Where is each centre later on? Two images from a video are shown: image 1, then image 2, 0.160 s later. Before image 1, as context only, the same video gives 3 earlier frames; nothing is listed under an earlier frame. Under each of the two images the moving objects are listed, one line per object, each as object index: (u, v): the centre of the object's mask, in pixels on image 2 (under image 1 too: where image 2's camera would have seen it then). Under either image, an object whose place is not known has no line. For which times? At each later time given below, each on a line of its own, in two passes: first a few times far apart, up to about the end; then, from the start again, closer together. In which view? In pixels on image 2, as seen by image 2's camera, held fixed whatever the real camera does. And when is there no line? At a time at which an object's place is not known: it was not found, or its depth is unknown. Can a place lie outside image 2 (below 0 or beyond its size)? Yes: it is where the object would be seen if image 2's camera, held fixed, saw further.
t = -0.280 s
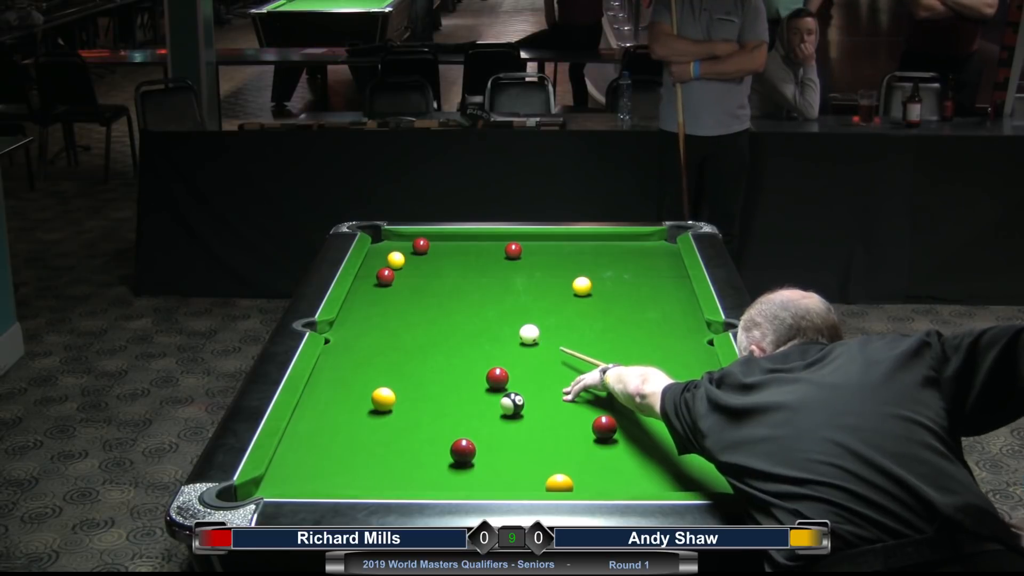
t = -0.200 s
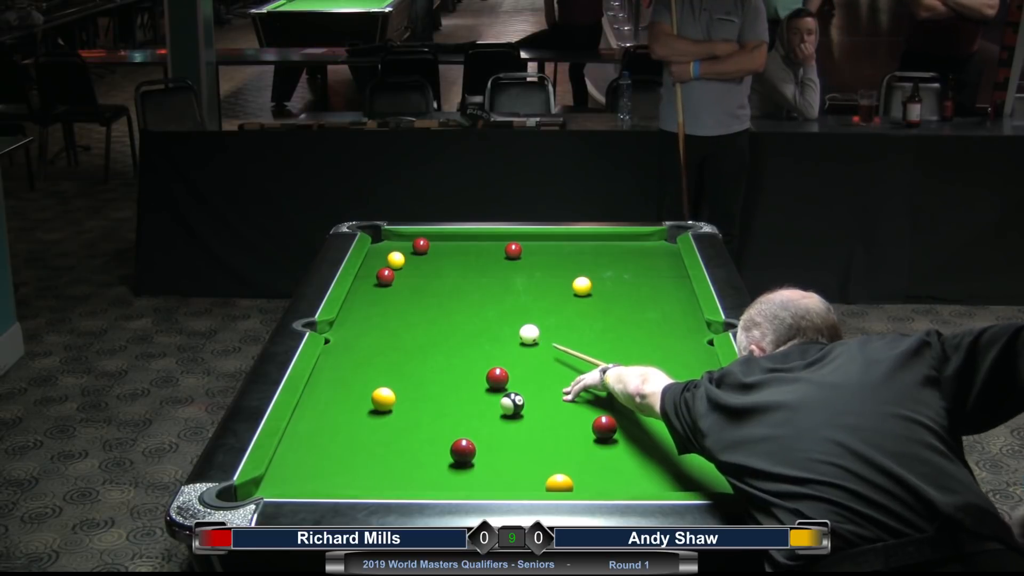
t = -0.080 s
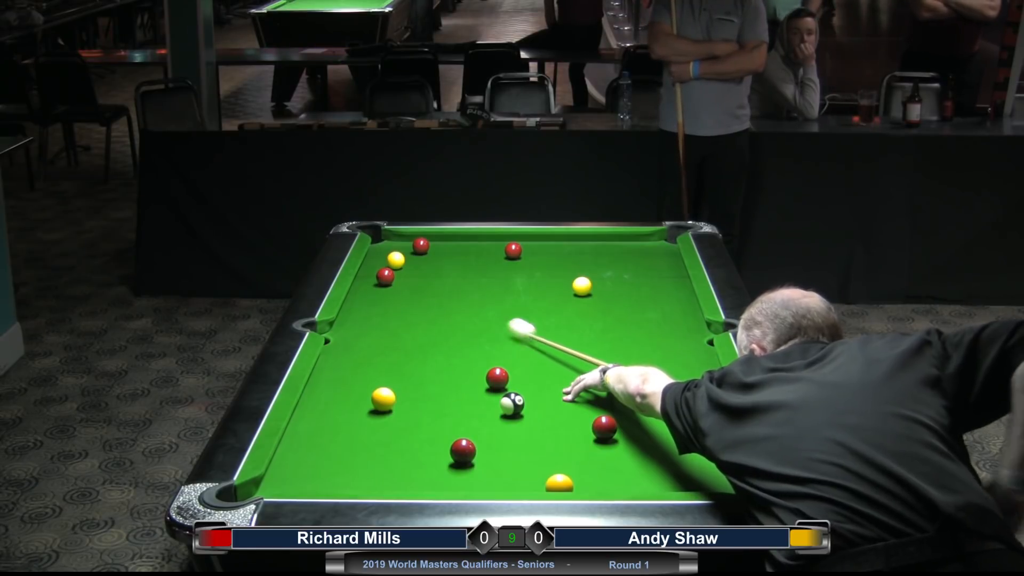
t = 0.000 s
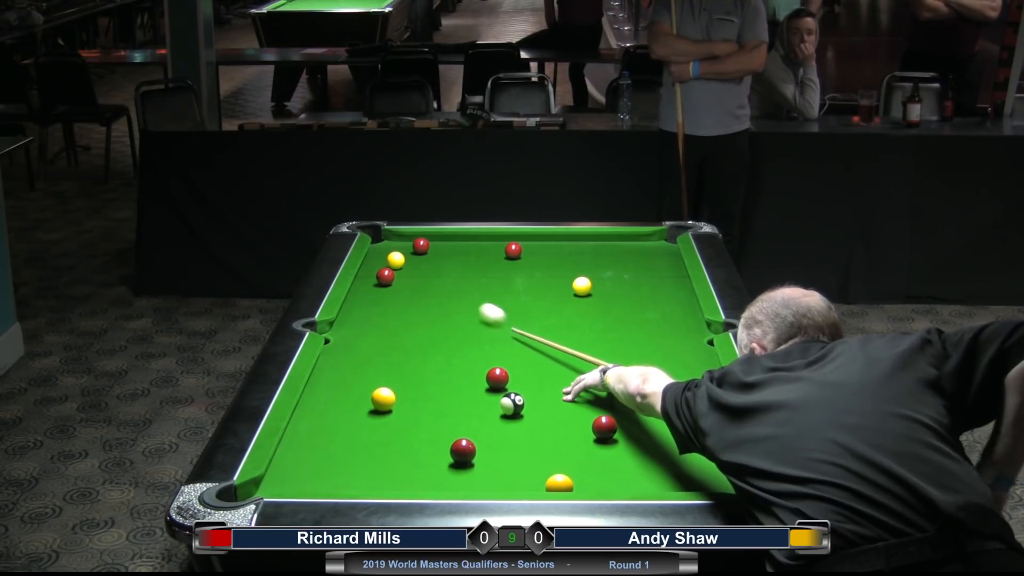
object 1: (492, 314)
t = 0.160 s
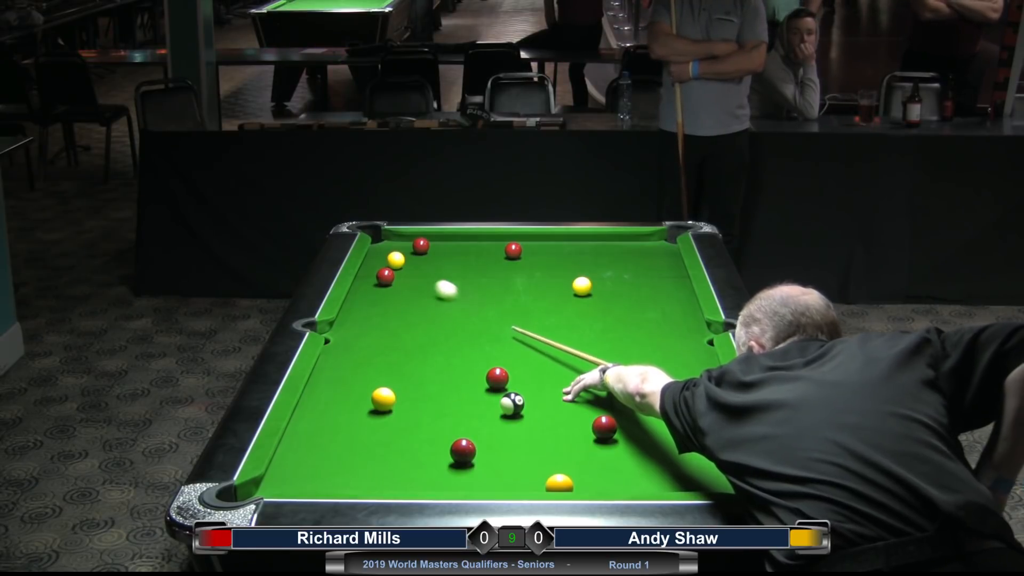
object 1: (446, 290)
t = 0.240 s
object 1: (426, 280)
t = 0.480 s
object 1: (381, 264)
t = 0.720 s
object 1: (379, 264)
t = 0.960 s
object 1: (397, 265)
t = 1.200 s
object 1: (411, 265)
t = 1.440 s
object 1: (423, 266)
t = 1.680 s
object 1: (434, 265)
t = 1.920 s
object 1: (442, 265)
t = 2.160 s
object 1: (449, 265)
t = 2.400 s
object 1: (454, 265)
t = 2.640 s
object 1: (457, 265)
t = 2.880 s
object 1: (459, 265)
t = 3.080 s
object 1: (455, 261)
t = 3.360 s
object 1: (458, 265)
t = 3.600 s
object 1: (459, 265)
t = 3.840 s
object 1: (458, 265)
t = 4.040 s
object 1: (459, 265)
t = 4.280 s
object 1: (458, 265)
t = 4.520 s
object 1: (458, 265)
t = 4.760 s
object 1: (458, 265)
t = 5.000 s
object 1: (458, 265)
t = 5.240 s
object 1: (459, 265)
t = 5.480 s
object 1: (459, 265)
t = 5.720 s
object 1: (459, 265)
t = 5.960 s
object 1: (459, 265)
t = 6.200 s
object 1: (459, 265)
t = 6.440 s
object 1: (459, 265)
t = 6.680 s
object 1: (459, 265)
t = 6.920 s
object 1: (459, 265)
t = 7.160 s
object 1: (459, 265)
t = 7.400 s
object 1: (459, 265)
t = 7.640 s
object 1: (458, 265)
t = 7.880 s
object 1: (459, 265)
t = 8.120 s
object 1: (459, 265)
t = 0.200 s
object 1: (436, 285)
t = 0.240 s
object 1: (426, 280)
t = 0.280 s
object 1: (417, 275)
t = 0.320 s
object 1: (408, 271)
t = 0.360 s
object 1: (401, 266)
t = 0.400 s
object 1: (394, 265)
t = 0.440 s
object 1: (388, 264)
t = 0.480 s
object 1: (381, 264)
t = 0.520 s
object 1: (375, 265)
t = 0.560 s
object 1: (370, 266)
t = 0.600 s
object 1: (371, 265)
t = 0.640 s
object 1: (374, 265)
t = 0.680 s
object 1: (376, 265)
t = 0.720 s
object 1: (379, 264)
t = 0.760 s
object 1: (382, 264)
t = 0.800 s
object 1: (385, 264)
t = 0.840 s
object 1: (389, 264)
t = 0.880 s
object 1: (391, 264)
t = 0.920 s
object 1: (394, 265)
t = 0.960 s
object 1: (397, 265)
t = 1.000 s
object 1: (399, 265)
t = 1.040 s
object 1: (401, 265)
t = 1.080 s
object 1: (404, 265)
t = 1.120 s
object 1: (406, 265)
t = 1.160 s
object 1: (408, 265)
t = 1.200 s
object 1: (411, 265)
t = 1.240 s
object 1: (413, 265)
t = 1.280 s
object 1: (415, 266)
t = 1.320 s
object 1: (417, 266)
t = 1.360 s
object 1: (419, 266)
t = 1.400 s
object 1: (421, 266)
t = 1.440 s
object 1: (423, 266)
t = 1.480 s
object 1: (425, 266)
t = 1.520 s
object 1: (427, 266)
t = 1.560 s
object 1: (429, 265)
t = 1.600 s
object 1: (430, 265)
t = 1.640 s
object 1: (432, 265)
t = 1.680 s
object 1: (434, 265)
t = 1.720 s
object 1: (435, 265)
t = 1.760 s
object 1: (437, 265)
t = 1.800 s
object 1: (438, 265)
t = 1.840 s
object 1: (440, 265)
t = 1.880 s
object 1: (441, 265)
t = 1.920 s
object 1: (442, 265)
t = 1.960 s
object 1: (444, 265)
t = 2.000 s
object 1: (445, 265)
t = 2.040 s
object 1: (446, 265)
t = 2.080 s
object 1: (447, 265)
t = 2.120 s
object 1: (448, 265)
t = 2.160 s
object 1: (449, 265)
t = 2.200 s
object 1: (450, 265)
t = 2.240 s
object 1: (451, 265)
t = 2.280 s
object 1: (452, 265)
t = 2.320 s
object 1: (453, 265)
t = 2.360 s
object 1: (454, 265)
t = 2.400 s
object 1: (454, 265)
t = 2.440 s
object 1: (455, 265)
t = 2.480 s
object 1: (456, 265)
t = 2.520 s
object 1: (456, 265)
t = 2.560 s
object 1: (456, 265)
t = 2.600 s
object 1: (457, 265)
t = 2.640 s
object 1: (457, 265)
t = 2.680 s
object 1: (458, 265)
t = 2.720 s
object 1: (458, 265)
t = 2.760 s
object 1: (458, 265)
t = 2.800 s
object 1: (458, 265)
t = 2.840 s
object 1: (459, 265)
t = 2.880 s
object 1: (459, 265)
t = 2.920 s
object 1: (459, 265)
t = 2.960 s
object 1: (459, 265)
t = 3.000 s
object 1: (459, 265)
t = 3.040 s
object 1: (459, 265)
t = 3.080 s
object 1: (455, 261)
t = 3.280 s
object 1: (459, 265)
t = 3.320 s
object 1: (458, 265)
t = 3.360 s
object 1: (458, 265)
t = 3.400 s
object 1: (458, 265)
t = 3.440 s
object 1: (458, 265)
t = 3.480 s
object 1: (458, 265)
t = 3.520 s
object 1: (459, 265)
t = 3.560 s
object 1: (458, 265)
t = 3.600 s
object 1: (459, 265)
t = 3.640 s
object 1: (459, 265)
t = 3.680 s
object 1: (459, 265)
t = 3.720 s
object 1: (459, 265)
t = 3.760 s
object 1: (459, 265)
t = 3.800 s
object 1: (459, 265)
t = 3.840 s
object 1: (458, 265)
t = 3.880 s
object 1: (458, 265)
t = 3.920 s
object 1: (459, 265)
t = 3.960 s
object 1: (459, 265)
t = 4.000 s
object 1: (459, 265)
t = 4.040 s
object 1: (459, 265)
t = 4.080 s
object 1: (459, 265)
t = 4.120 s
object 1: (459, 265)
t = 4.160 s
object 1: (458, 265)
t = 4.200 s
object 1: (459, 265)
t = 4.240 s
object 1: (459, 265)
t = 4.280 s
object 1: (458, 265)
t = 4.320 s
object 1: (459, 265)
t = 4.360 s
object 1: (458, 265)
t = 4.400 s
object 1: (458, 265)
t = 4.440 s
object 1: (459, 265)
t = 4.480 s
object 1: (458, 265)
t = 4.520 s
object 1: (458, 265)
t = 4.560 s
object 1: (459, 265)
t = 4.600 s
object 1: (459, 265)
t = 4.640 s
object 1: (459, 265)
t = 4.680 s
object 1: (458, 265)
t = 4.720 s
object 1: (458, 265)
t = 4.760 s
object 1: (458, 265)
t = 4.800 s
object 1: (459, 265)
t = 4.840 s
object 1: (458, 265)
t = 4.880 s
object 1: (458, 265)
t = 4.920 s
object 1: (459, 265)
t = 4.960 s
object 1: (459, 265)
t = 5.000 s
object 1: (458, 265)
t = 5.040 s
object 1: (458, 265)
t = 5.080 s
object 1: (458, 265)
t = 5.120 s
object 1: (458, 265)
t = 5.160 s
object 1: (459, 265)
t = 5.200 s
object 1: (458, 265)
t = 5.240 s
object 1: (459, 265)
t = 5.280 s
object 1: (459, 265)
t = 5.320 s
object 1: (459, 265)
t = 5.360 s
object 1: (458, 265)
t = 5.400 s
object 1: (459, 265)
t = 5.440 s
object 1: (458, 265)
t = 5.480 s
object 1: (459, 265)
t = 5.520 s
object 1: (459, 265)
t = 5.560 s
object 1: (459, 265)
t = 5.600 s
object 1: (458, 265)
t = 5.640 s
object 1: (459, 265)
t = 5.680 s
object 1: (458, 265)
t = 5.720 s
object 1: (459, 265)
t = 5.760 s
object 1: (458, 265)
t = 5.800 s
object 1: (459, 265)
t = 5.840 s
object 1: (458, 265)
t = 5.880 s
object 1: (459, 265)
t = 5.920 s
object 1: (458, 265)
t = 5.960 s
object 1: (459, 265)
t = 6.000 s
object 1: (458, 265)
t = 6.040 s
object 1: (459, 265)
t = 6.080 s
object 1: (458, 265)
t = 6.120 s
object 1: (459, 265)
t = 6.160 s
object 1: (458, 265)
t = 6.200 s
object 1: (459, 265)
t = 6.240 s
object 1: (459, 265)
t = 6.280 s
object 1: (458, 265)
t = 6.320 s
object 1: (458, 265)
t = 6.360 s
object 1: (459, 265)
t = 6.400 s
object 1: (458, 265)
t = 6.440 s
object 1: (459, 265)
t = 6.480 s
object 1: (458, 265)
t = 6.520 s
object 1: (459, 265)
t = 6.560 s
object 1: (458, 265)
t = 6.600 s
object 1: (459, 265)
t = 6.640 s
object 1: (458, 265)
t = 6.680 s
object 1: (459, 265)
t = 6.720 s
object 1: (458, 265)
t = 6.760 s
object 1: (459, 265)
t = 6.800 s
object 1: (458, 265)
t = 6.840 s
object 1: (459, 265)
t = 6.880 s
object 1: (458, 265)
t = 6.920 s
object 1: (459, 265)
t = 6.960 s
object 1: (458, 265)
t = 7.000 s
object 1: (459, 265)
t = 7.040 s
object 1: (458, 265)
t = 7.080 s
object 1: (459, 265)
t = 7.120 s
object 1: (458, 265)
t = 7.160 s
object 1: (459, 265)
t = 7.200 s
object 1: (458, 265)
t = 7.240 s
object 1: (459, 265)
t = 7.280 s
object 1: (458, 265)
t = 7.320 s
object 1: (459, 265)
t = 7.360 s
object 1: (458, 265)
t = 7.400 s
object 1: (459, 265)
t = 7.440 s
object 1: (459, 265)
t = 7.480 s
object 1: (458, 265)
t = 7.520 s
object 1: (458, 265)
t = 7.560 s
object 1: (459, 265)
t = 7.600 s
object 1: (459, 265)
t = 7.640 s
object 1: (458, 265)
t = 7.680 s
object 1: (458, 265)
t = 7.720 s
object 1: (458, 265)
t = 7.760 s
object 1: (459, 265)
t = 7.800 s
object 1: (459, 265)
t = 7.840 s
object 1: (459, 265)
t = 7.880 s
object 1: (459, 265)
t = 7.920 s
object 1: (459, 265)
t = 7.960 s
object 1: (458, 265)
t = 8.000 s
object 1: (459, 265)
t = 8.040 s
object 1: (459, 265)
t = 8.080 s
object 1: (459, 265)
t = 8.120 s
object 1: (459, 265)
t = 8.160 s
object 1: (458, 265)
